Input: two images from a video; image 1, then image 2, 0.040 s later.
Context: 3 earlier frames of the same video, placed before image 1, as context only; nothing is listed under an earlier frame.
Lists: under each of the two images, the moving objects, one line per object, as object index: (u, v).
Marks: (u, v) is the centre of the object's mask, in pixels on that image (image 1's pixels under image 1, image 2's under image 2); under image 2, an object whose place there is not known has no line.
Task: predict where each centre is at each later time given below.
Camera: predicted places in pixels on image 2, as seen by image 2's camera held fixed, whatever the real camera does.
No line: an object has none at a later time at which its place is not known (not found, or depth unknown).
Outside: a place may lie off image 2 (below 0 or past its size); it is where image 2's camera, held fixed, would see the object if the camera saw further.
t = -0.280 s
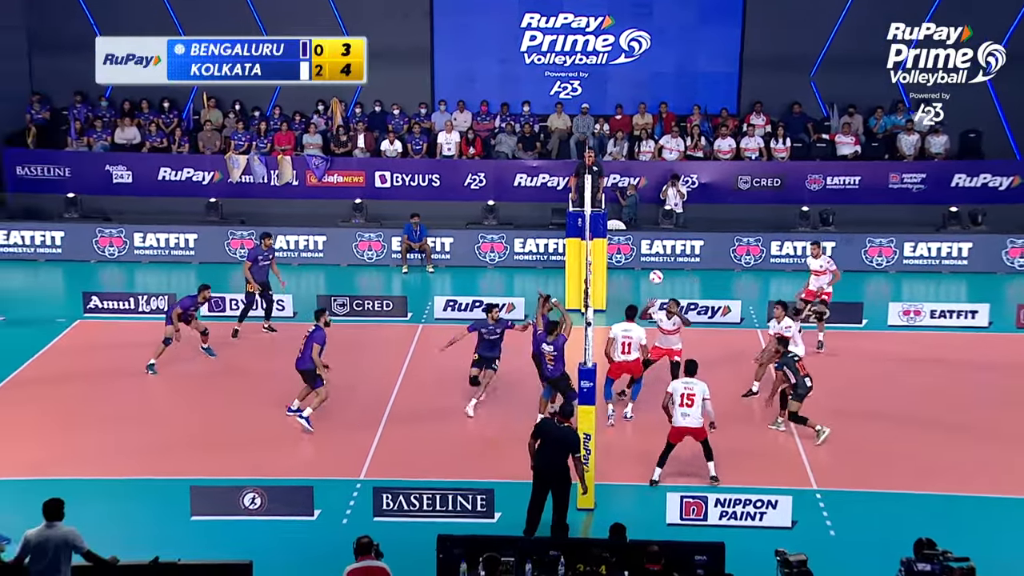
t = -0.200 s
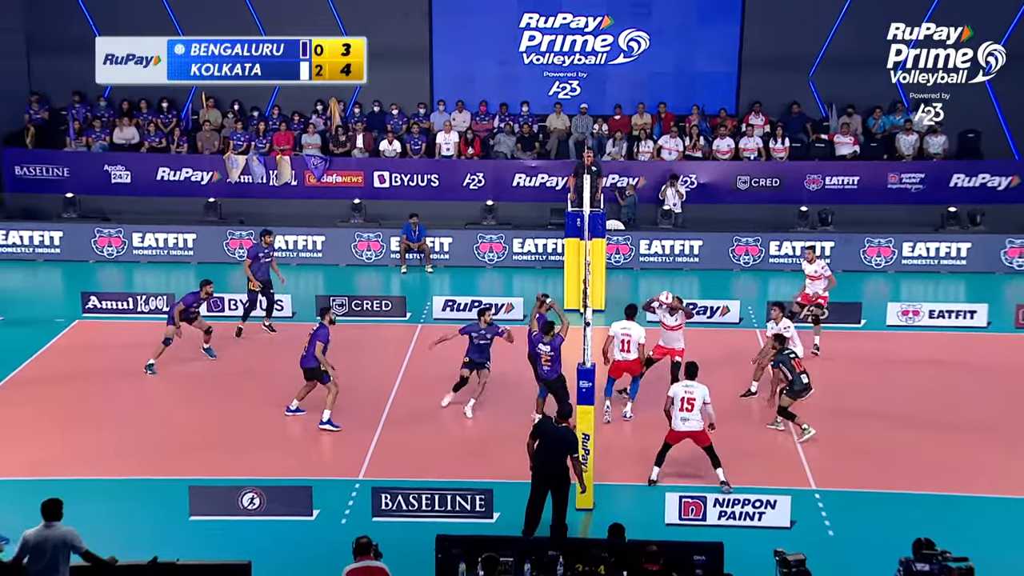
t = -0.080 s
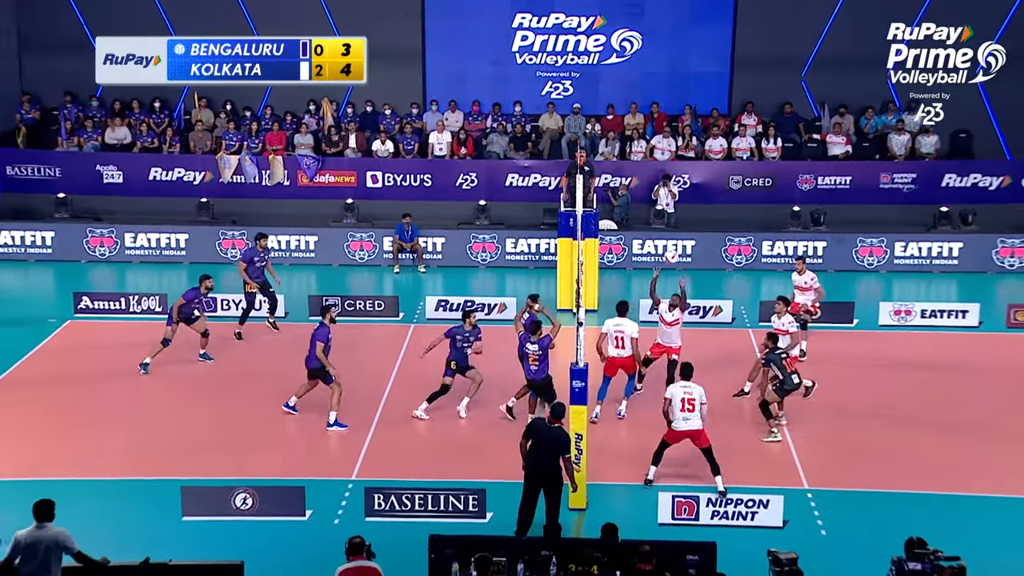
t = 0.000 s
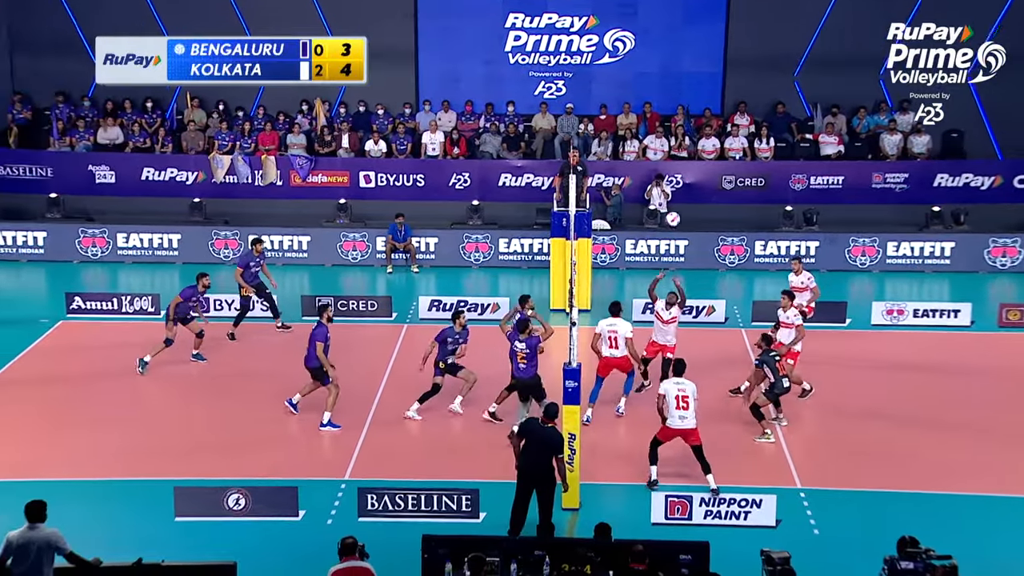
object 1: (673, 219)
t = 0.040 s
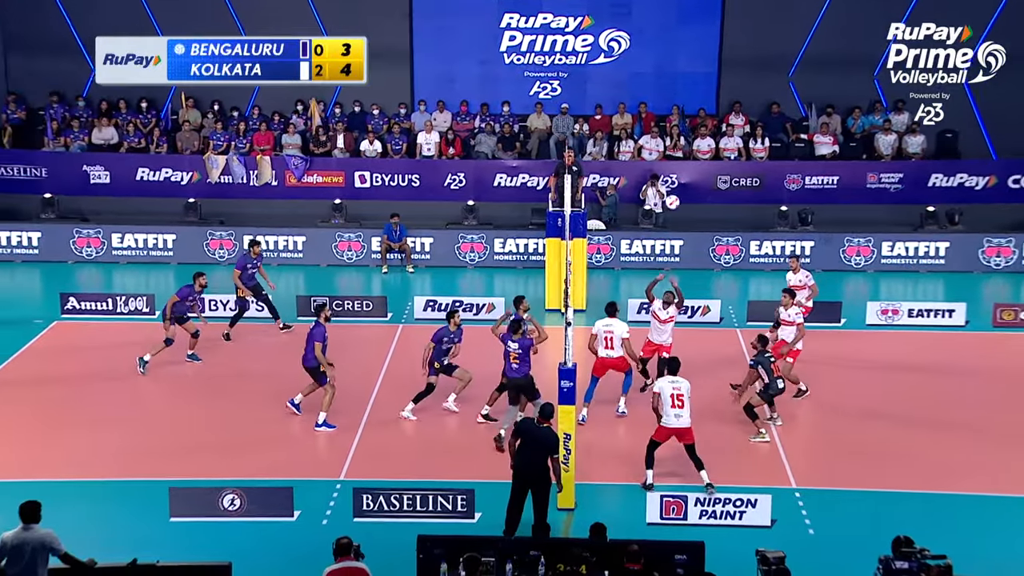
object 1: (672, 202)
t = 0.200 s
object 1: (687, 144)
